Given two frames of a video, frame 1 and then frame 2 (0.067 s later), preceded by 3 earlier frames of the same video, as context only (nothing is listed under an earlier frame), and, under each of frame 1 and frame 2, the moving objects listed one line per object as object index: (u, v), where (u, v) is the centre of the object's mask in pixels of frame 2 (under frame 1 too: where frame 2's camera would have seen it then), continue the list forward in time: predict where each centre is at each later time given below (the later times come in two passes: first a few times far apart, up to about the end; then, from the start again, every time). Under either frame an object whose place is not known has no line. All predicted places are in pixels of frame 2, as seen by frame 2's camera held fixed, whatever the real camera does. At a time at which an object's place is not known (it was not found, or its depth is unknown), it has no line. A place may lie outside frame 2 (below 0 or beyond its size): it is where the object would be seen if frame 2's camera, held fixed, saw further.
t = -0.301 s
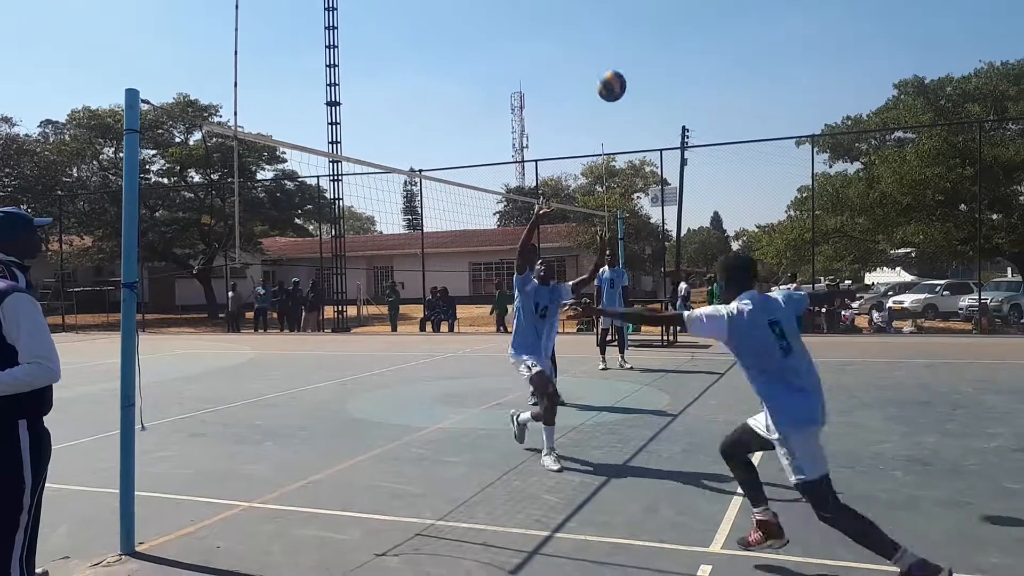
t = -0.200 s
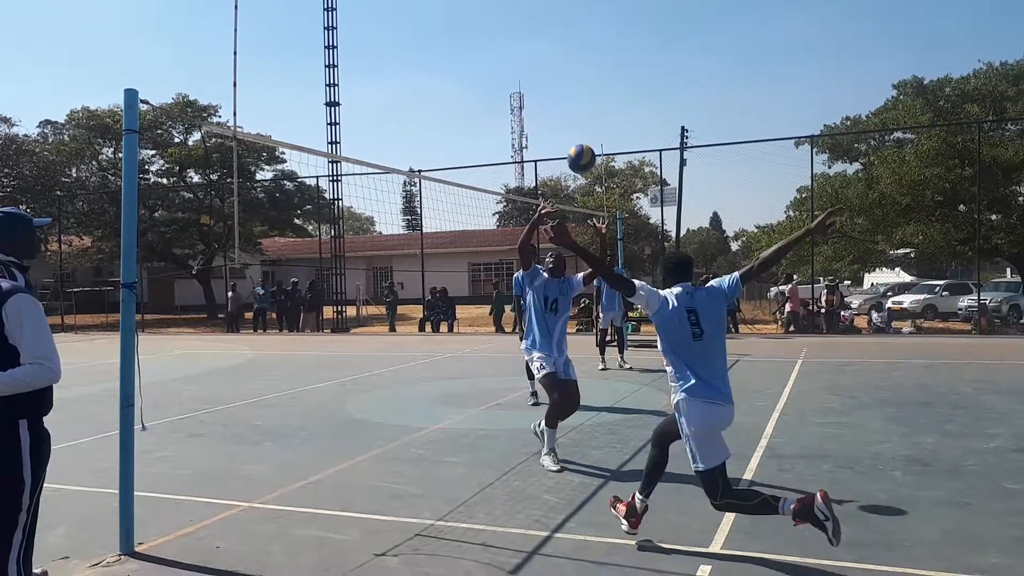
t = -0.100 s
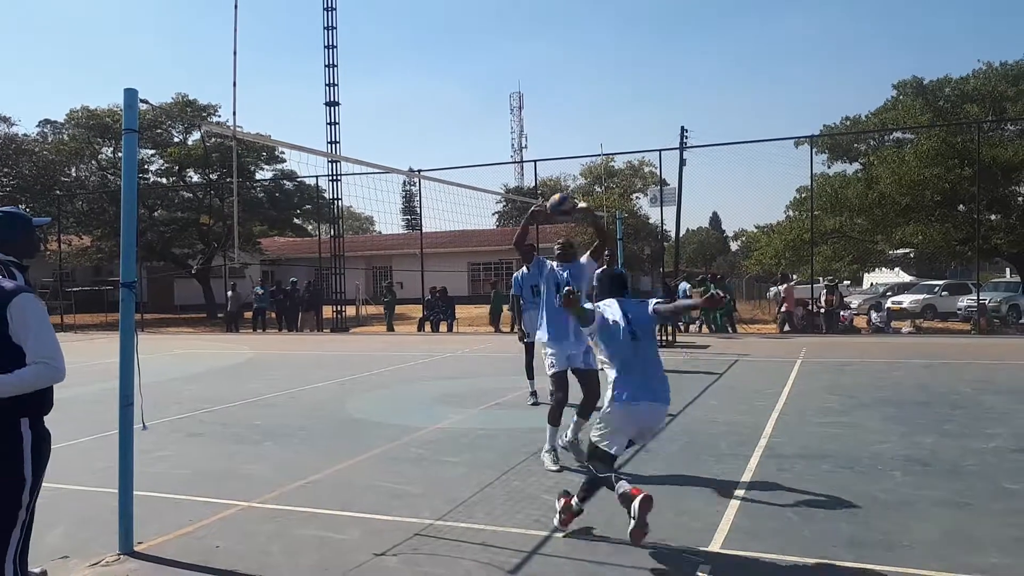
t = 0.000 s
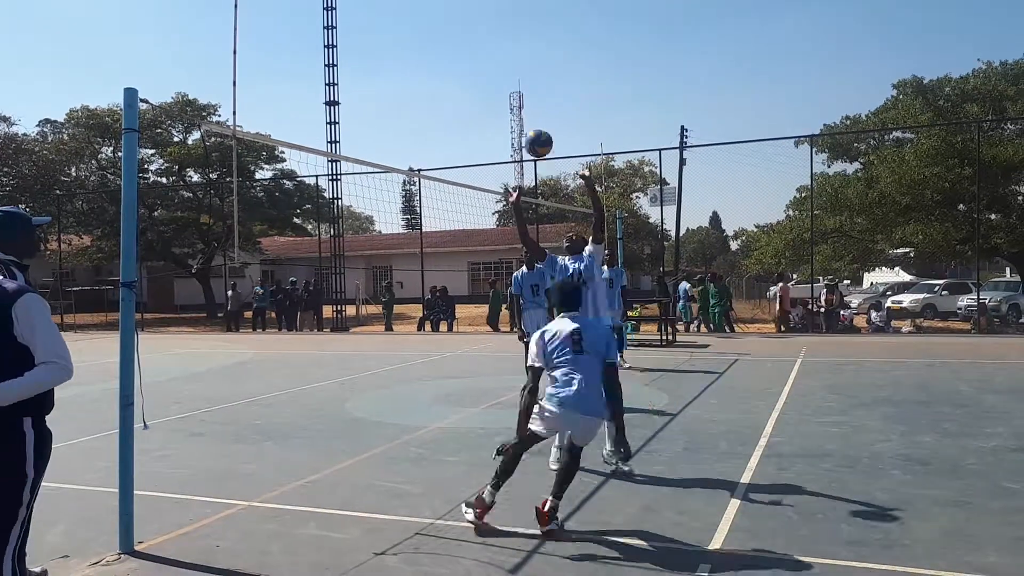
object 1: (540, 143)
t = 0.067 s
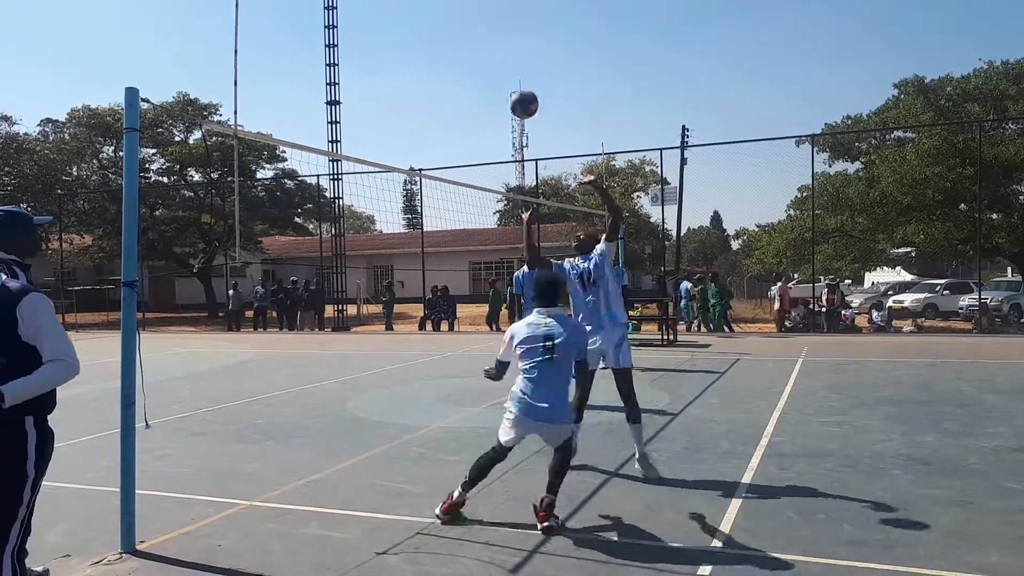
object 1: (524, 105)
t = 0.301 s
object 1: (468, 12)
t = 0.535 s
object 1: (412, -5)
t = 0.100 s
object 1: (517, 87)
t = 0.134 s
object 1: (509, 71)
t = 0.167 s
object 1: (501, 57)
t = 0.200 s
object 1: (493, 43)
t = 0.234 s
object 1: (485, 31)
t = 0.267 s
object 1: (477, 21)
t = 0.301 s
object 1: (468, 12)
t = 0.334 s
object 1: (459, 6)
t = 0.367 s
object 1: (451, 1)
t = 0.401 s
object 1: (443, -2)
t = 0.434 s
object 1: (435, -6)
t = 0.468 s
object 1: (427, -8)
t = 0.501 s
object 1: (420, -8)
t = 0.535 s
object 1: (412, -5)
